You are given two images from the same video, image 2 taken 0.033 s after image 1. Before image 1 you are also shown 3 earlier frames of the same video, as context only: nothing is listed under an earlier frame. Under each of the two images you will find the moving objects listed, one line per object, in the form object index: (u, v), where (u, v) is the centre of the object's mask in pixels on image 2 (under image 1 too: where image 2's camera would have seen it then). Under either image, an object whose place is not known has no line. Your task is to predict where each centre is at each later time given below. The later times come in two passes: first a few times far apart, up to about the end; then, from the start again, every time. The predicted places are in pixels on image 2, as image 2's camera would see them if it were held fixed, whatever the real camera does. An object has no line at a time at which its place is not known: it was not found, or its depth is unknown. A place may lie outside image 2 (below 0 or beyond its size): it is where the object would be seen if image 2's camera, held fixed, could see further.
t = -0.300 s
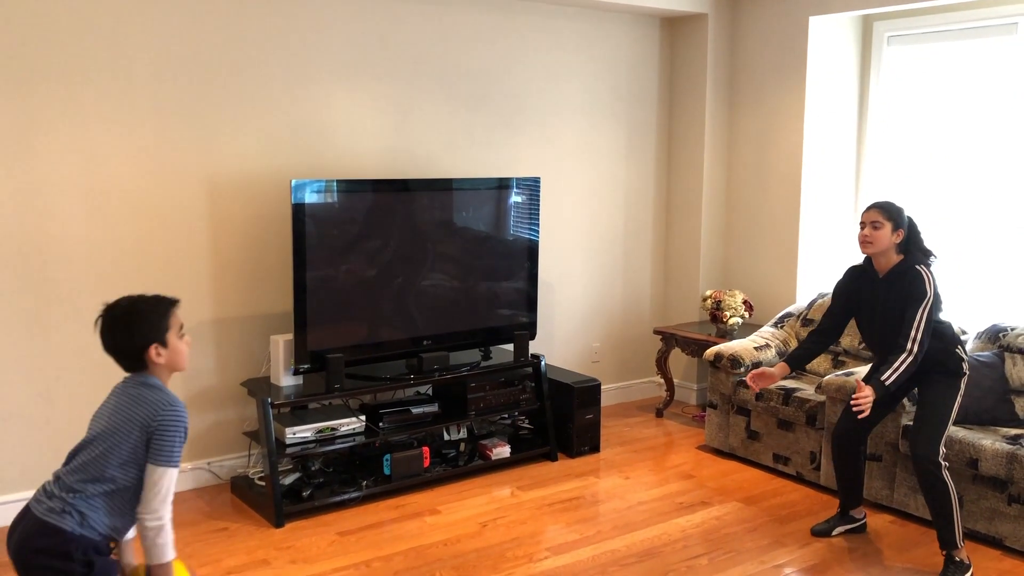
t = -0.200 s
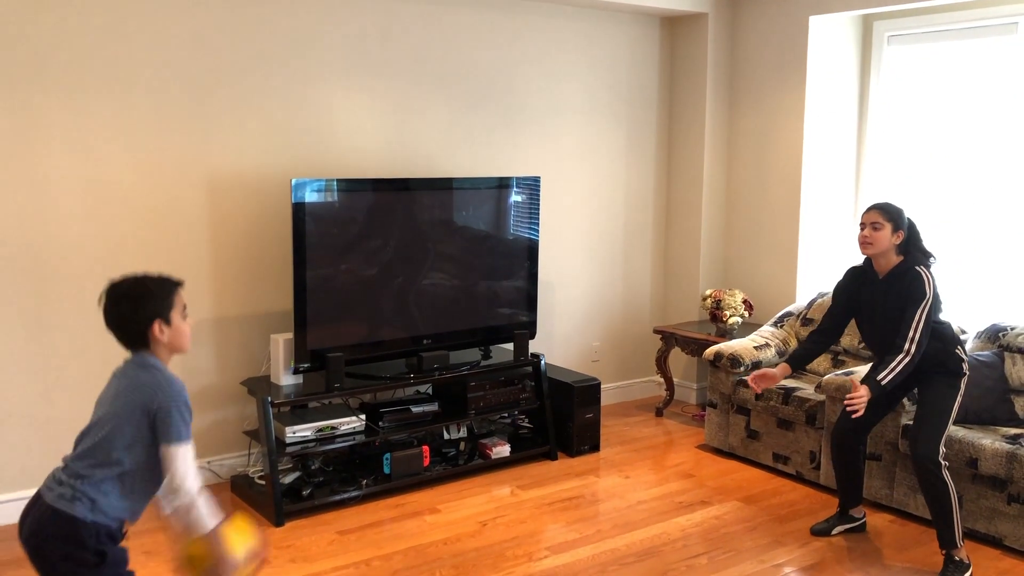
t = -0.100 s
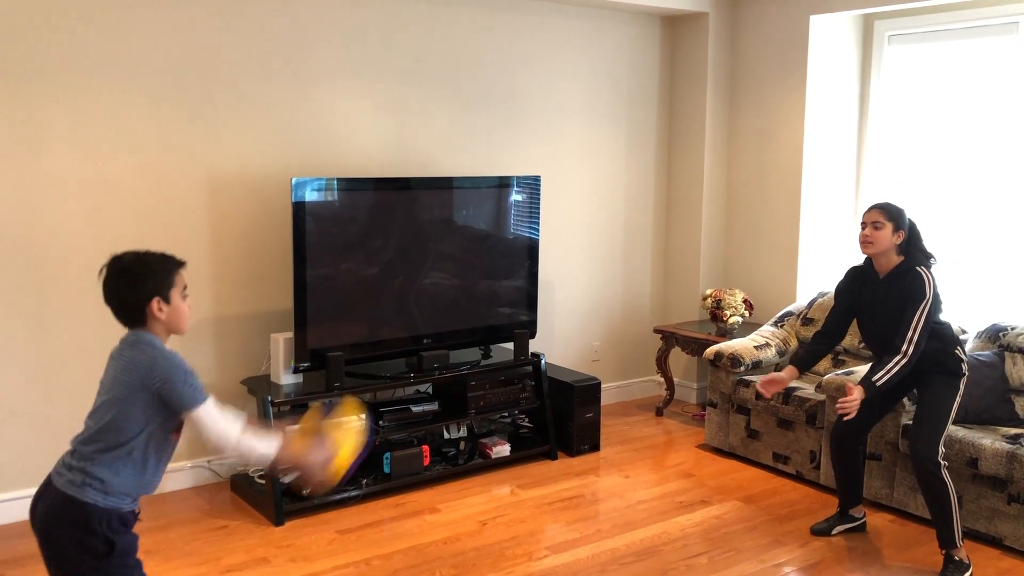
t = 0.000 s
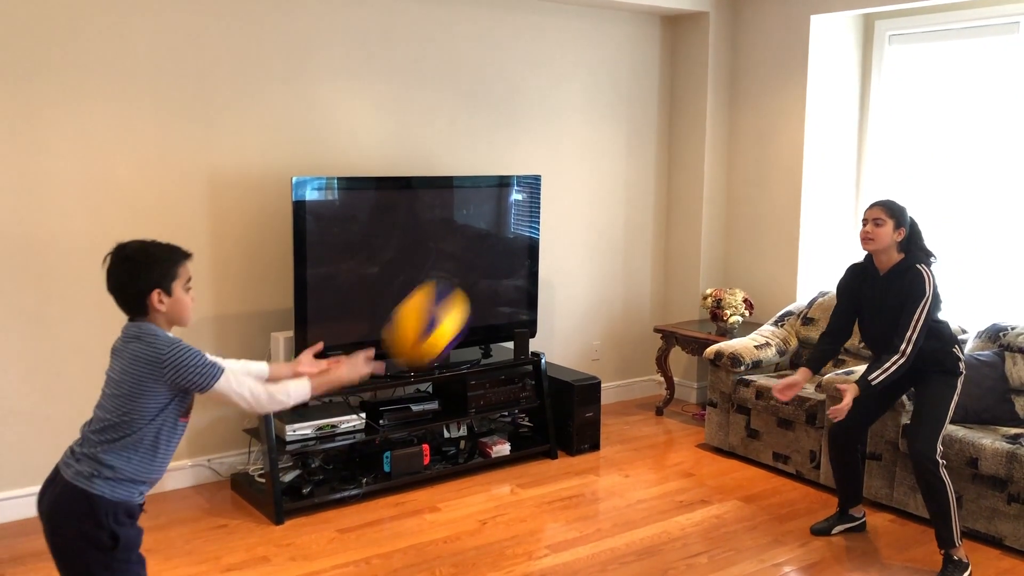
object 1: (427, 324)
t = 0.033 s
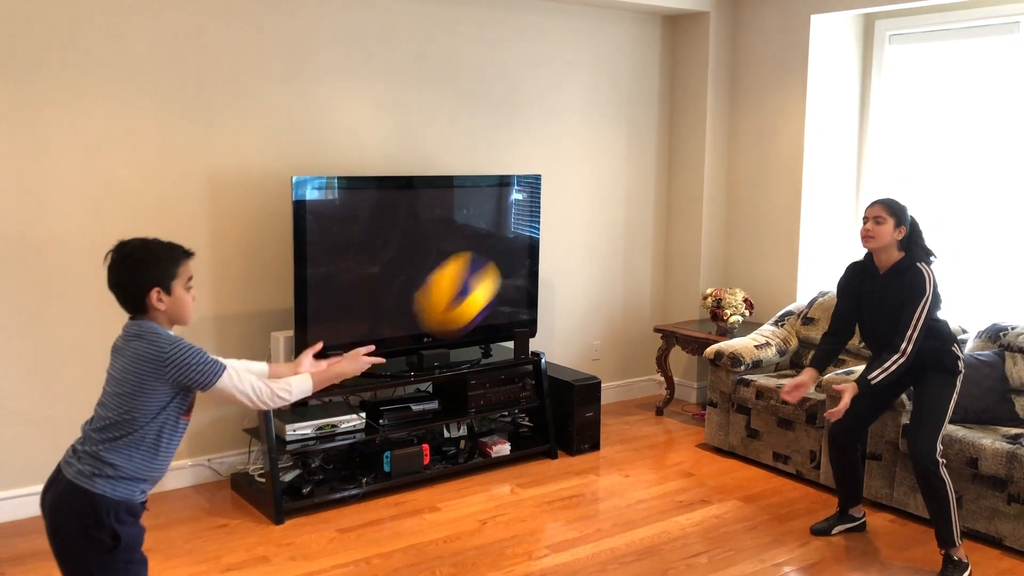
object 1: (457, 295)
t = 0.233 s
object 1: (625, 197)
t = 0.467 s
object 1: (775, 240)
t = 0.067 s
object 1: (487, 269)
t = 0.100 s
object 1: (515, 248)
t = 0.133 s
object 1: (543, 230)
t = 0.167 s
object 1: (575, 213)
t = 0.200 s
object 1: (601, 203)
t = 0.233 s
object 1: (625, 197)
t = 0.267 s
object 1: (649, 194)
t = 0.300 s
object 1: (672, 194)
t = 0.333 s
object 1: (696, 198)
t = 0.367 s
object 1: (718, 205)
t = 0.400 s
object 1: (738, 214)
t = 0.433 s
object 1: (758, 226)
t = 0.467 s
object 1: (775, 240)
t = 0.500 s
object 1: (792, 257)
